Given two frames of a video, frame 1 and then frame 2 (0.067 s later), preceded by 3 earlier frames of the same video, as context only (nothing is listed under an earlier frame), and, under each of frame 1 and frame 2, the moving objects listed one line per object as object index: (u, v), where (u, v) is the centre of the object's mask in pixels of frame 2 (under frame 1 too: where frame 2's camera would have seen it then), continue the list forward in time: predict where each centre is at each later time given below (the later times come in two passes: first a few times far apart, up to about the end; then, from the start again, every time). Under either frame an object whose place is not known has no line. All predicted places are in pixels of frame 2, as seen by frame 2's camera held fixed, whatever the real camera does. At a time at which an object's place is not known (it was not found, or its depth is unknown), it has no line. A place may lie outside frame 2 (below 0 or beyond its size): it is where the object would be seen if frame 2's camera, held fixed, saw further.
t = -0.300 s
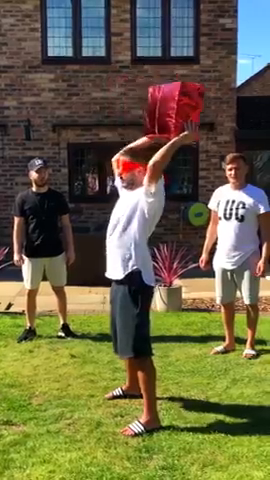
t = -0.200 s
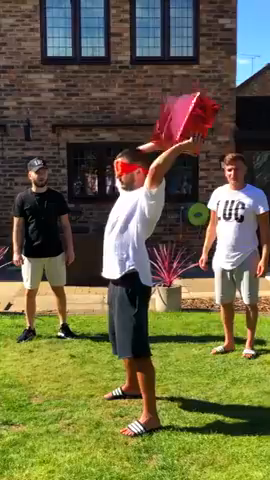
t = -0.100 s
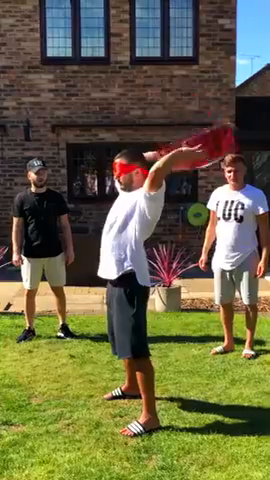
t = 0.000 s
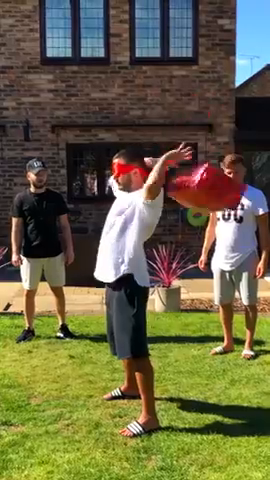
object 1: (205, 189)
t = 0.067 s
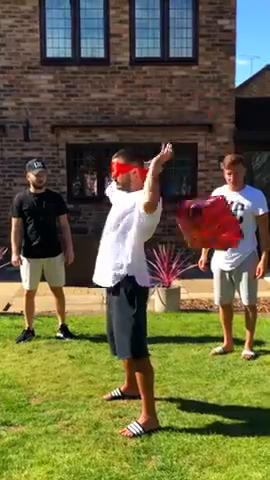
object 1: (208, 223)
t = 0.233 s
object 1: (214, 319)
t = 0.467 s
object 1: (228, 381)
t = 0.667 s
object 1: (232, 382)
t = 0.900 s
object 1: (231, 391)
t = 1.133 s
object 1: (232, 391)
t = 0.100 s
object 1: (208, 240)
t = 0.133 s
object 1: (211, 258)
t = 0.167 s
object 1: (210, 278)
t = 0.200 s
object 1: (212, 299)
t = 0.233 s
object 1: (214, 319)
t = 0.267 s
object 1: (215, 342)
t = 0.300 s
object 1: (217, 365)
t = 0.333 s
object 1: (219, 389)
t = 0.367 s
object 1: (219, 389)
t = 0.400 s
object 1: (222, 386)
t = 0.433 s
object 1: (226, 383)
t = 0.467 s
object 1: (228, 381)
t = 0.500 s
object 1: (230, 379)
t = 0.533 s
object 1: (231, 379)
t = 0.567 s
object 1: (232, 380)
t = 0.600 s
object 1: (232, 381)
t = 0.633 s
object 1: (232, 381)
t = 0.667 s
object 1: (232, 382)
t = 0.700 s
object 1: (232, 385)
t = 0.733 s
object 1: (232, 390)
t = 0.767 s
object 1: (232, 392)
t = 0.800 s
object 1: (233, 391)
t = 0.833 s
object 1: (232, 391)
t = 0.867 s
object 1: (231, 391)
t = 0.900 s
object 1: (231, 391)
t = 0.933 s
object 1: (231, 391)
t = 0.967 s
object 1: (232, 391)
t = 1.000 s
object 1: (232, 391)
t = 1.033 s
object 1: (232, 391)
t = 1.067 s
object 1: (232, 391)
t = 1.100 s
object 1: (232, 391)
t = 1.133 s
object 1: (232, 391)
